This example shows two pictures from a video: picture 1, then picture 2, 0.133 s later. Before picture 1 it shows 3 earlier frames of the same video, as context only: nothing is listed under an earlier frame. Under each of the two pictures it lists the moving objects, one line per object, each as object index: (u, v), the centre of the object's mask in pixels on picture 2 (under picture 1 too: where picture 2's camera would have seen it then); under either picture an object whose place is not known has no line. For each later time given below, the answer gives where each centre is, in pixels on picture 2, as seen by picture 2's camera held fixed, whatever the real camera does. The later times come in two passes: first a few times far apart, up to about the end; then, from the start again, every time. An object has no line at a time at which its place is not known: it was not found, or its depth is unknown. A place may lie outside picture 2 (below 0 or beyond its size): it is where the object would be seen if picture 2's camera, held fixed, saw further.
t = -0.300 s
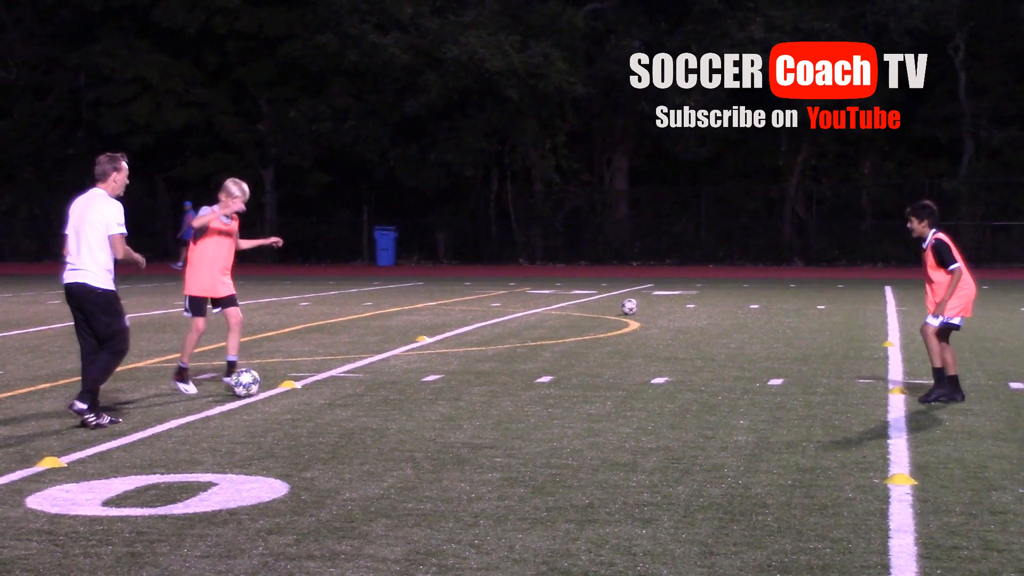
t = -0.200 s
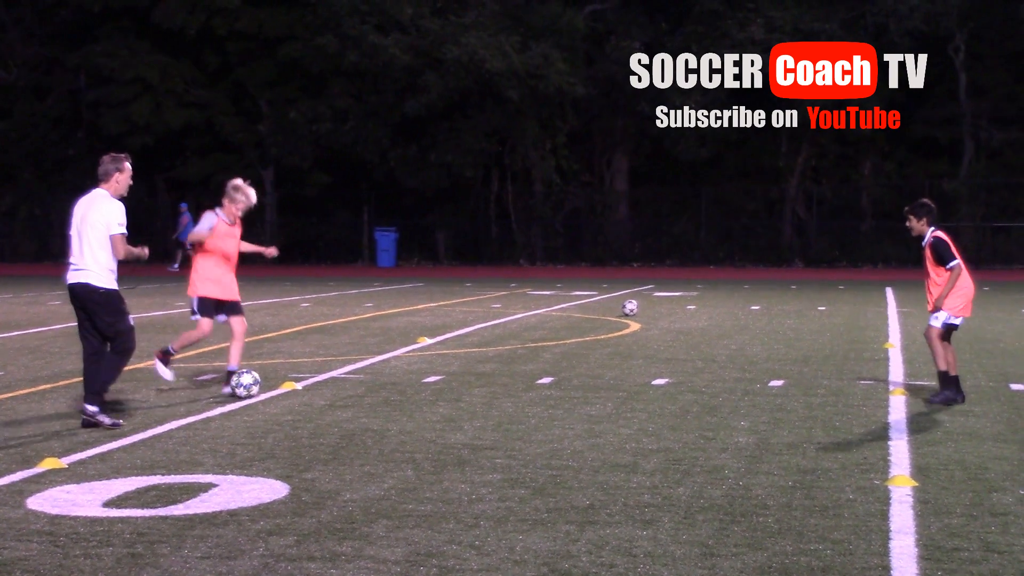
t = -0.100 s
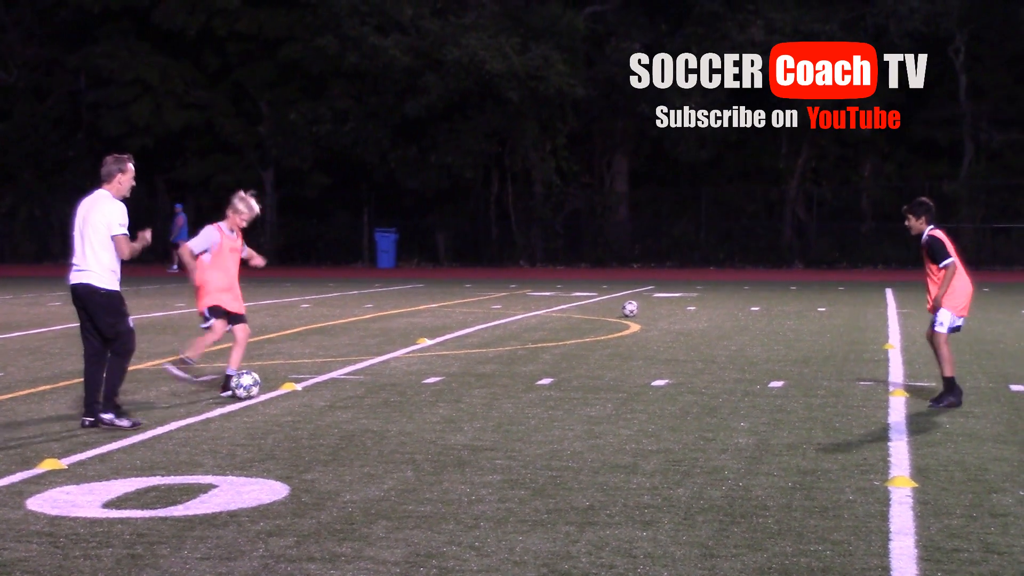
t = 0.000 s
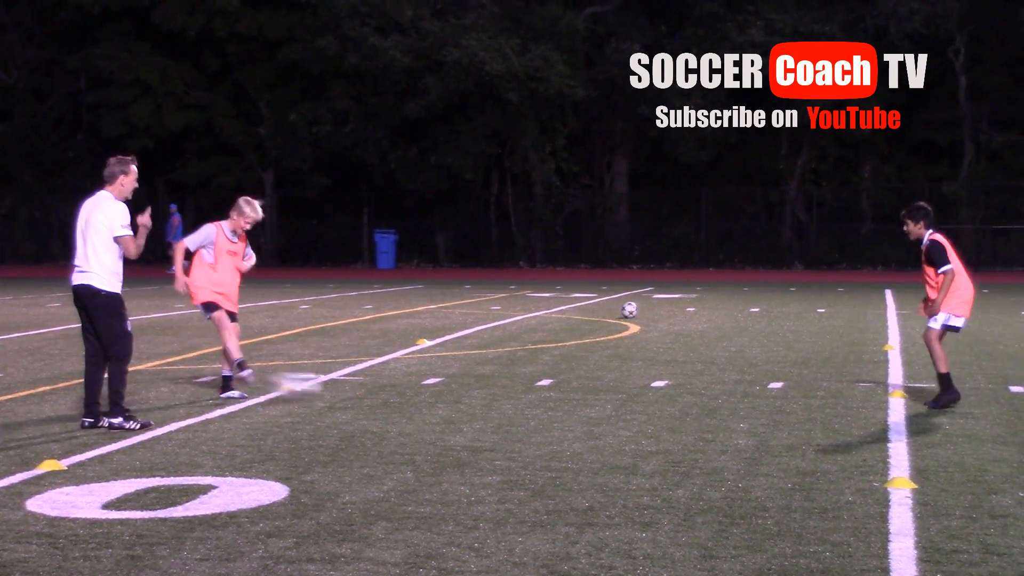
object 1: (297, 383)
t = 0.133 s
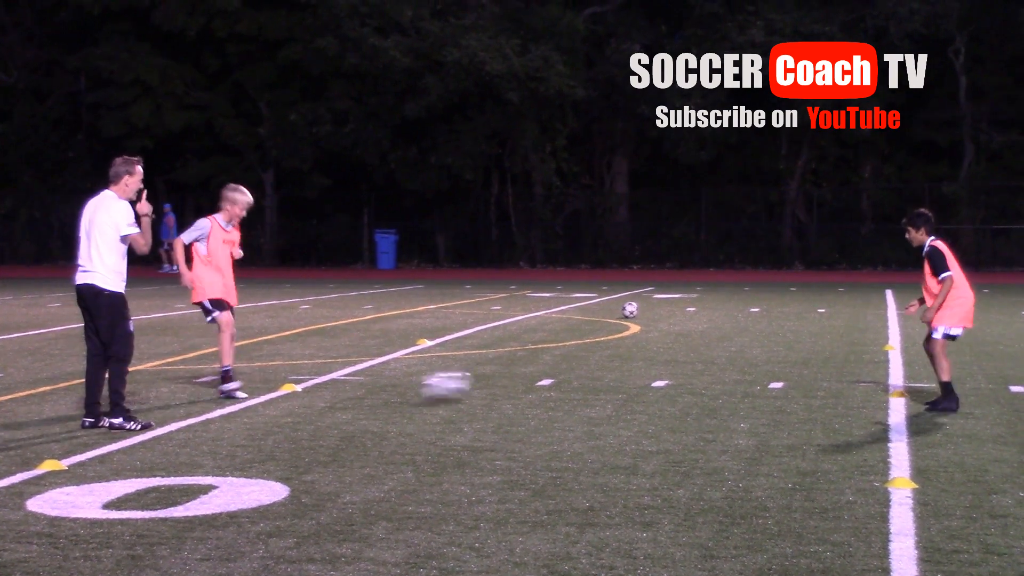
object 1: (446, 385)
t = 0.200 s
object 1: (516, 387)
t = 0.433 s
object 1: (735, 388)
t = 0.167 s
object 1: (480, 386)
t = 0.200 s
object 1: (516, 387)
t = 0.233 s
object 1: (549, 387)
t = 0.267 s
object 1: (582, 386)
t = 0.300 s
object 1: (616, 387)
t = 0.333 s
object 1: (646, 388)
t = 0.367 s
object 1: (675, 387)
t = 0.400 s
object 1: (706, 387)
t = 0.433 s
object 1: (735, 388)
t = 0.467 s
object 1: (764, 388)
